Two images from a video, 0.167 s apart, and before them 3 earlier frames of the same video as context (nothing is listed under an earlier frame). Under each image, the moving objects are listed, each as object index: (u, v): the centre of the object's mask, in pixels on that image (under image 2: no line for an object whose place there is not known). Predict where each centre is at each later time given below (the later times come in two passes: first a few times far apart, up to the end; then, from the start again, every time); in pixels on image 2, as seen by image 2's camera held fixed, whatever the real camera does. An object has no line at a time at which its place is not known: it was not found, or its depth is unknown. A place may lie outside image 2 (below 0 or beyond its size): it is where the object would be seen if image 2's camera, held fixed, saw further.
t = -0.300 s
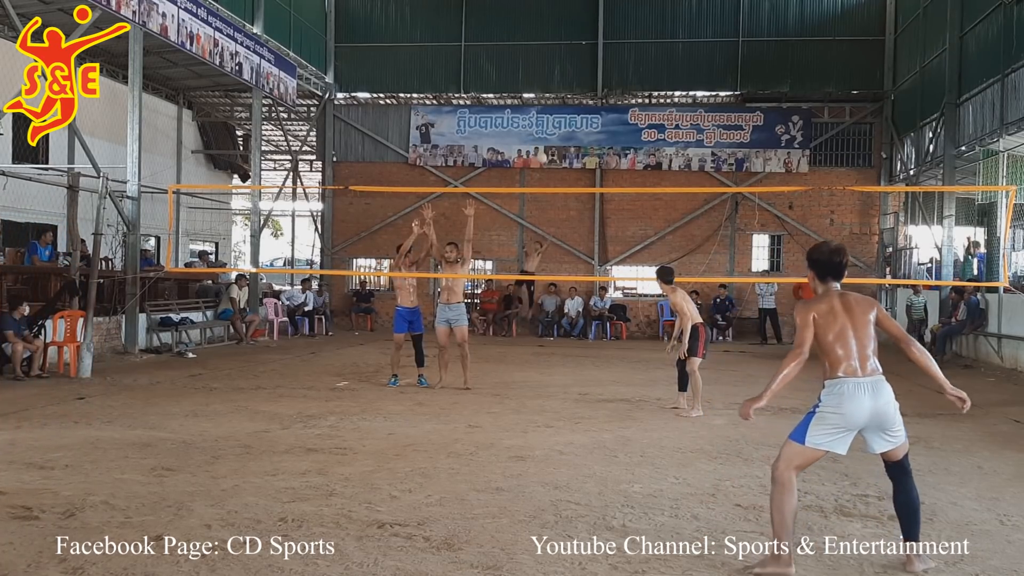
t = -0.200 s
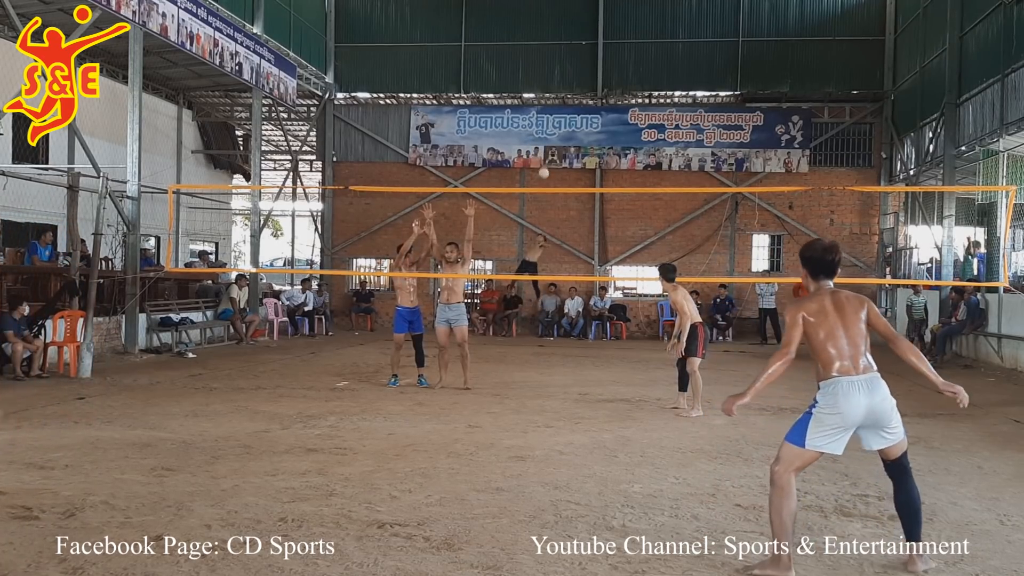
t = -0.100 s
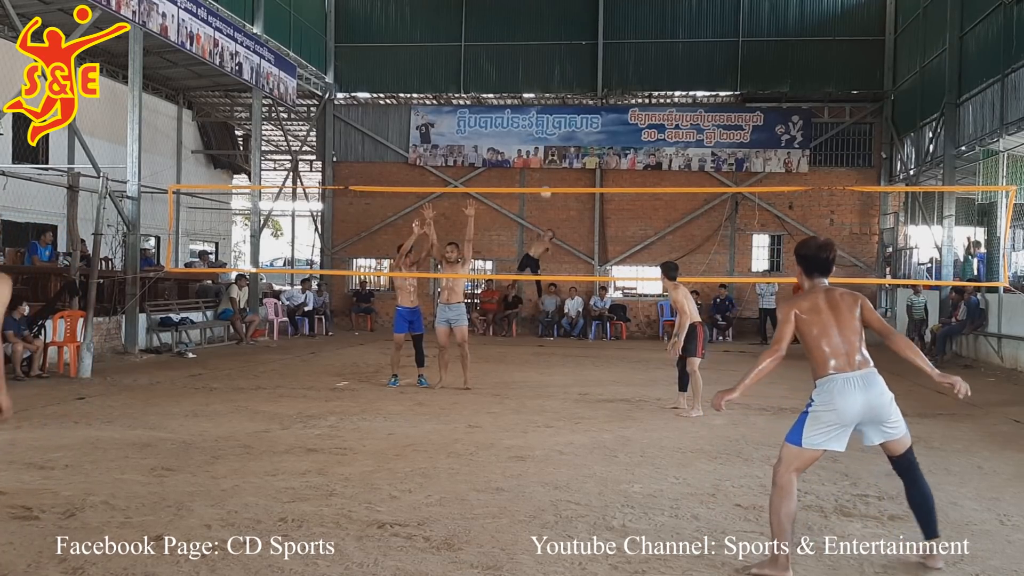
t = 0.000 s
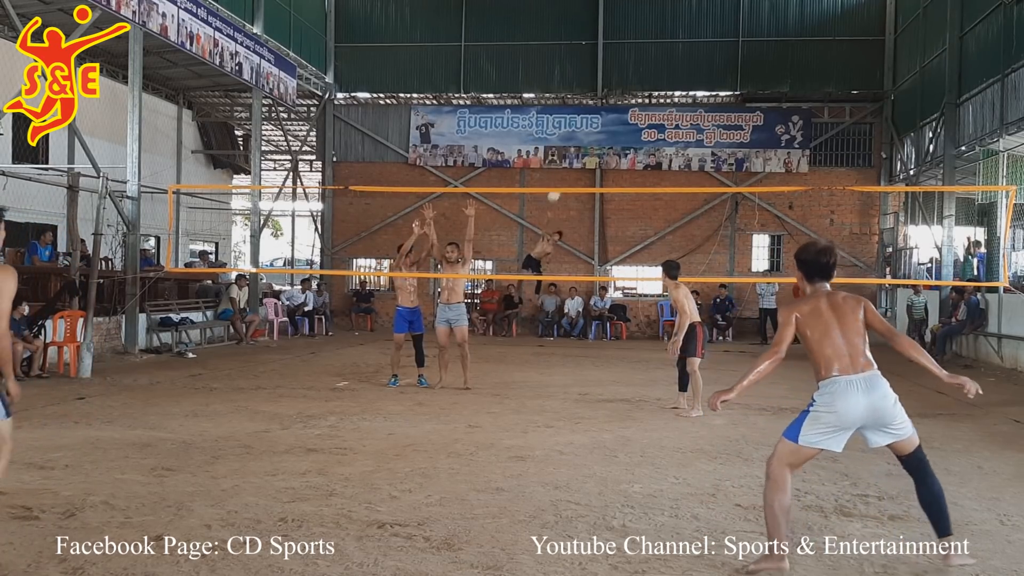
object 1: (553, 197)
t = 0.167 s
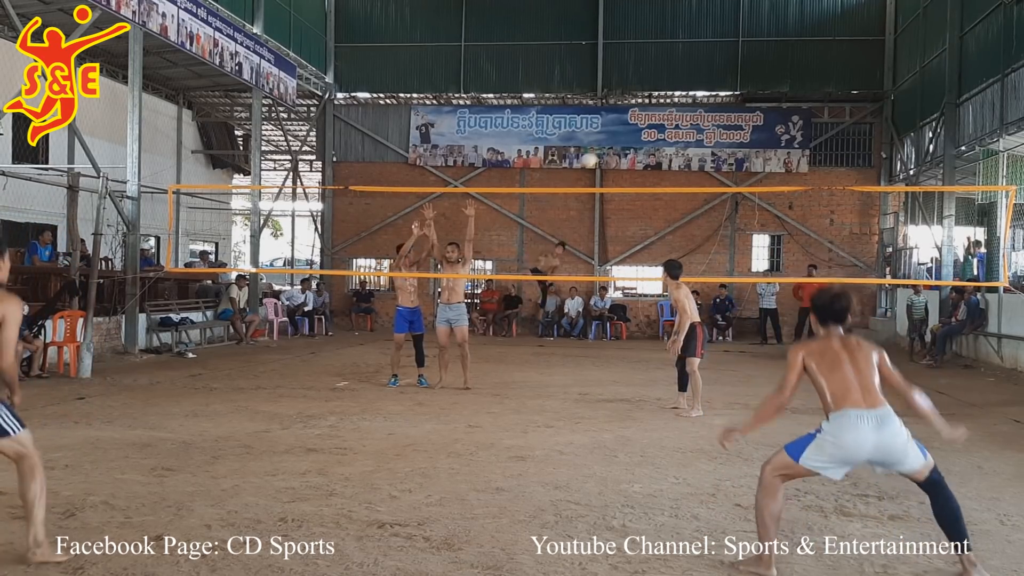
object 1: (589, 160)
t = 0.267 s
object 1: (617, 146)
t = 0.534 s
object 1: (766, 191)
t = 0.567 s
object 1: (798, 213)
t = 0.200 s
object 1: (597, 154)
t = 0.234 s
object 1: (607, 150)
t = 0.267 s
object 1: (617, 146)
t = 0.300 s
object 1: (630, 144)
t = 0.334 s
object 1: (643, 144)
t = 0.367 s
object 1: (658, 146)
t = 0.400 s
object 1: (675, 149)
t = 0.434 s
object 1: (694, 154)
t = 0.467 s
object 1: (715, 163)
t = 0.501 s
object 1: (738, 175)
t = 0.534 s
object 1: (766, 191)
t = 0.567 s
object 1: (798, 213)
